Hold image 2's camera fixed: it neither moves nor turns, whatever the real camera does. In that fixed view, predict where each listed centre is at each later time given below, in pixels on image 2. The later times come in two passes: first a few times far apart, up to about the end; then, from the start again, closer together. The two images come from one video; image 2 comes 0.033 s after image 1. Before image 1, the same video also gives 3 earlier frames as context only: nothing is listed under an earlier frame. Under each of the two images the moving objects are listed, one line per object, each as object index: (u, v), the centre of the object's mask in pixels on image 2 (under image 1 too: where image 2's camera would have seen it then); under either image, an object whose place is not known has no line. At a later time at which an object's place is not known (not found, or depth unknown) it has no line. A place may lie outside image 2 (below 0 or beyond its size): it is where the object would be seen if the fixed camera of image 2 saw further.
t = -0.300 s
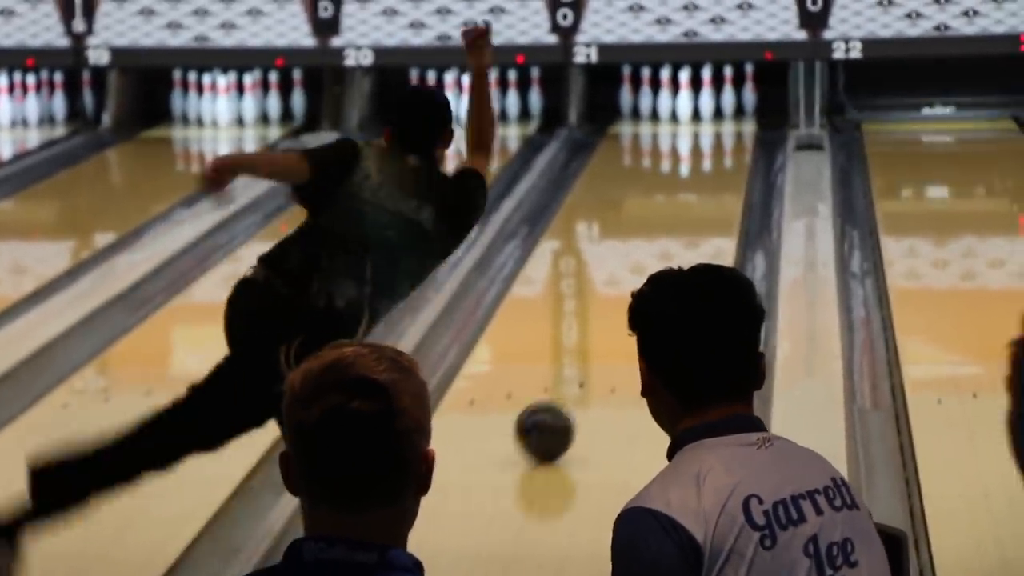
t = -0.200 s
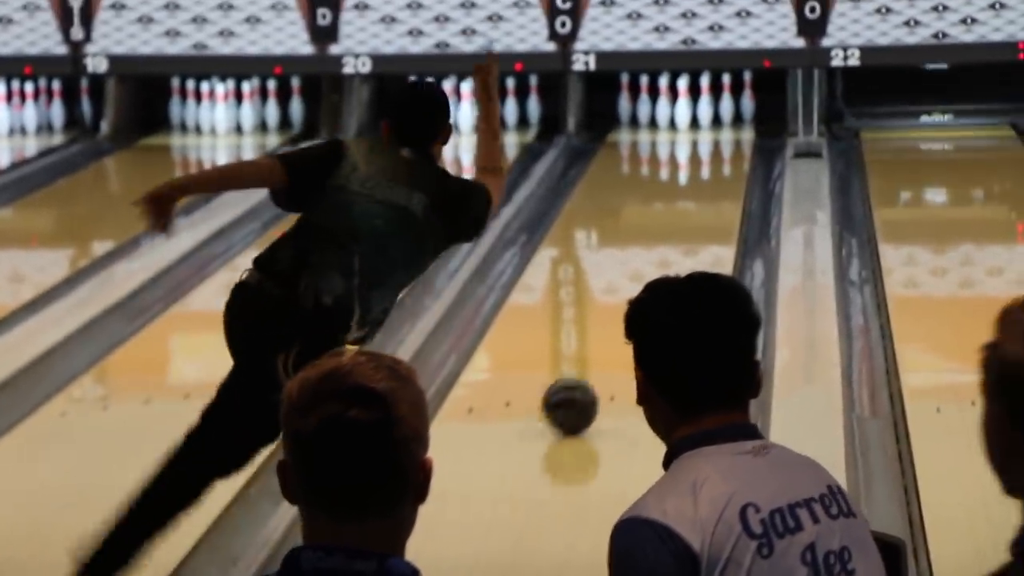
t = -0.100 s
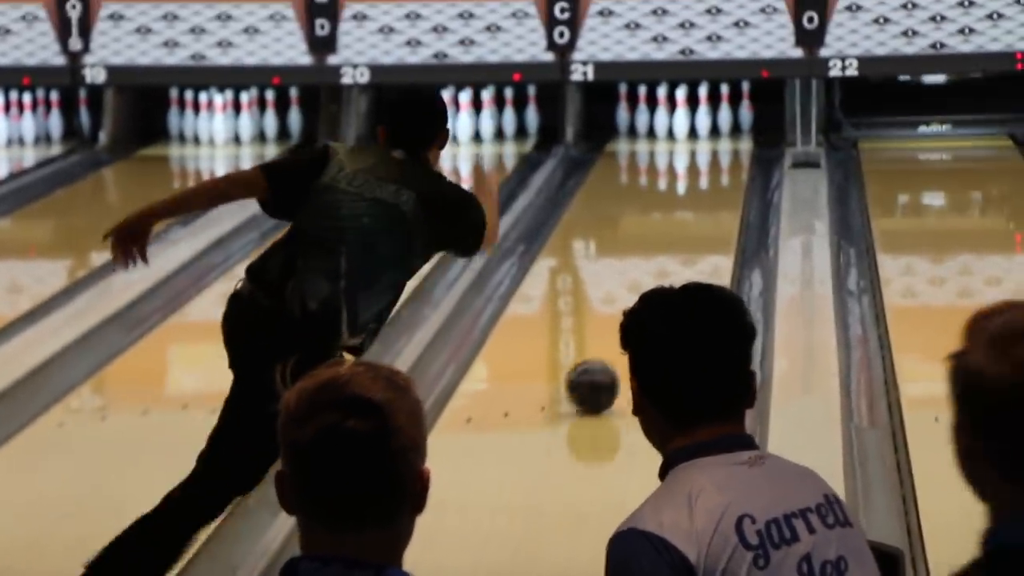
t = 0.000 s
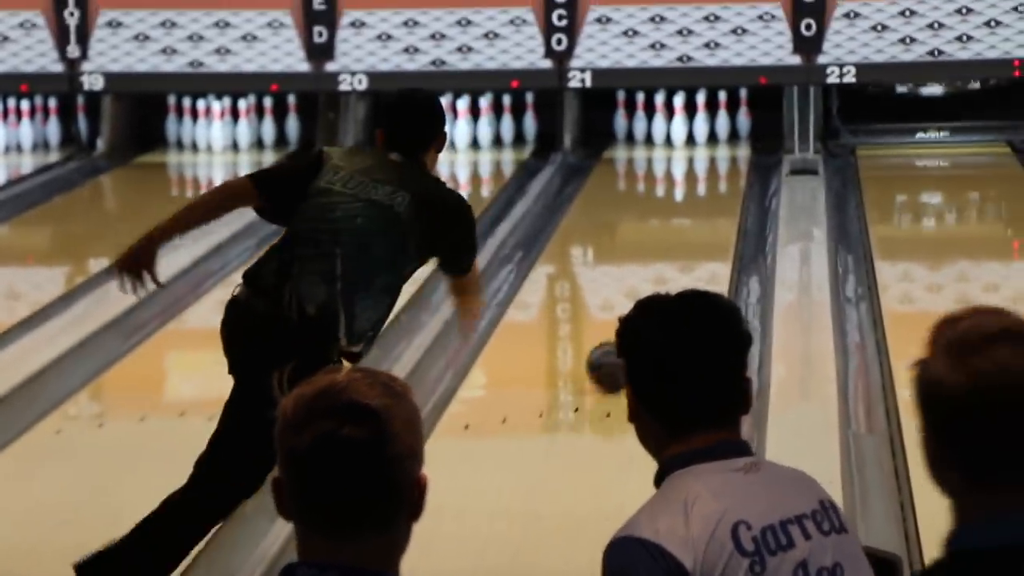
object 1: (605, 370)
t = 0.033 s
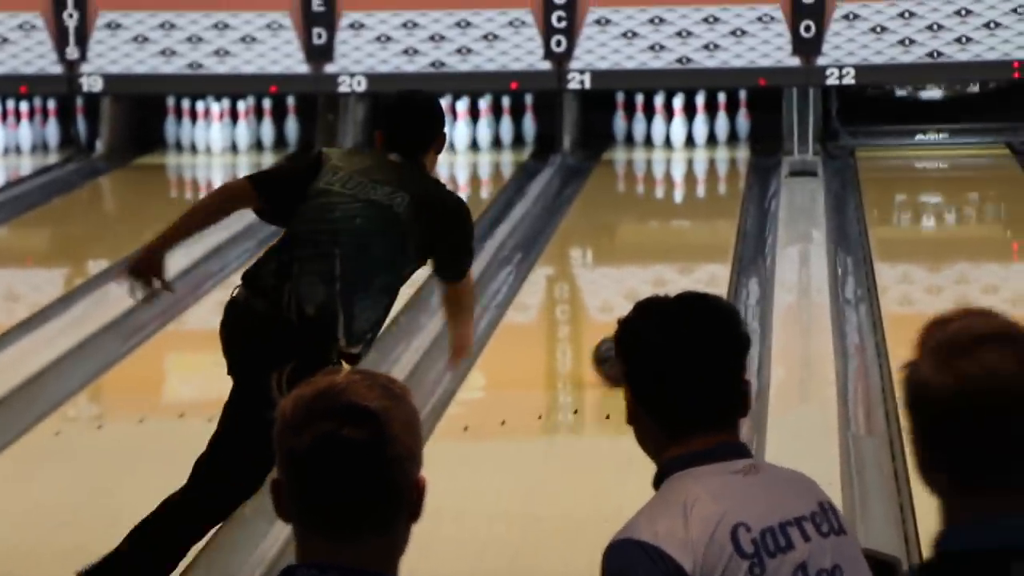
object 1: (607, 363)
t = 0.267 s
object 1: (655, 291)
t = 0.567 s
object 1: (696, 254)
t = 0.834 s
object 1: (718, 216)
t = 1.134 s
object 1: (725, 181)
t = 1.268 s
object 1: (722, 168)
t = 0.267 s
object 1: (655, 291)
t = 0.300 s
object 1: (661, 288)
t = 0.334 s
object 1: (666, 285)
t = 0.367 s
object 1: (671, 283)
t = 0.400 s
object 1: (677, 279)
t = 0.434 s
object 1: (681, 275)
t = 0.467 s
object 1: (685, 270)
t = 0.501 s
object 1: (688, 264)
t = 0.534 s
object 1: (692, 259)
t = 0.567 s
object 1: (696, 254)
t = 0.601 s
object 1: (699, 249)
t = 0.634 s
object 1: (702, 244)
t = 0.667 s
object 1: (705, 239)
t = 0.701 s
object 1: (708, 234)
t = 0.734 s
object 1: (711, 230)
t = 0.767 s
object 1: (713, 225)
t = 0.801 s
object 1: (715, 221)
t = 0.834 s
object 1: (718, 216)
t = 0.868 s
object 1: (719, 212)
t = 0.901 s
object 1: (721, 208)
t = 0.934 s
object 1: (723, 204)
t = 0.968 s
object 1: (724, 199)
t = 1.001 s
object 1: (725, 195)
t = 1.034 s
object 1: (726, 192)
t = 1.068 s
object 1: (726, 188)
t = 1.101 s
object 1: (726, 185)
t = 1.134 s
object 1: (725, 181)
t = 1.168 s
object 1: (725, 178)
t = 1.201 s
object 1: (725, 175)
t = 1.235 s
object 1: (723, 171)
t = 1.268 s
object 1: (722, 168)
